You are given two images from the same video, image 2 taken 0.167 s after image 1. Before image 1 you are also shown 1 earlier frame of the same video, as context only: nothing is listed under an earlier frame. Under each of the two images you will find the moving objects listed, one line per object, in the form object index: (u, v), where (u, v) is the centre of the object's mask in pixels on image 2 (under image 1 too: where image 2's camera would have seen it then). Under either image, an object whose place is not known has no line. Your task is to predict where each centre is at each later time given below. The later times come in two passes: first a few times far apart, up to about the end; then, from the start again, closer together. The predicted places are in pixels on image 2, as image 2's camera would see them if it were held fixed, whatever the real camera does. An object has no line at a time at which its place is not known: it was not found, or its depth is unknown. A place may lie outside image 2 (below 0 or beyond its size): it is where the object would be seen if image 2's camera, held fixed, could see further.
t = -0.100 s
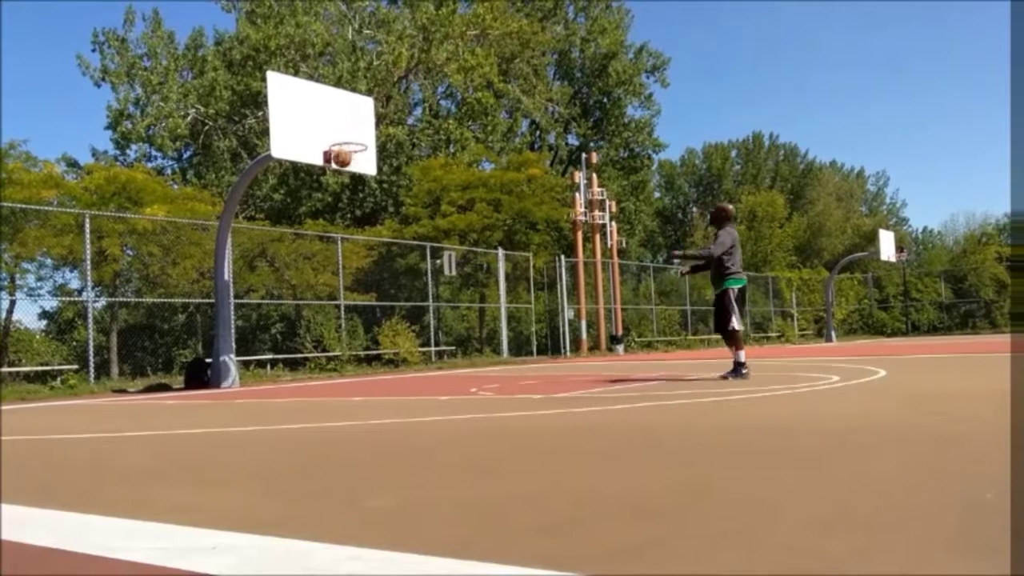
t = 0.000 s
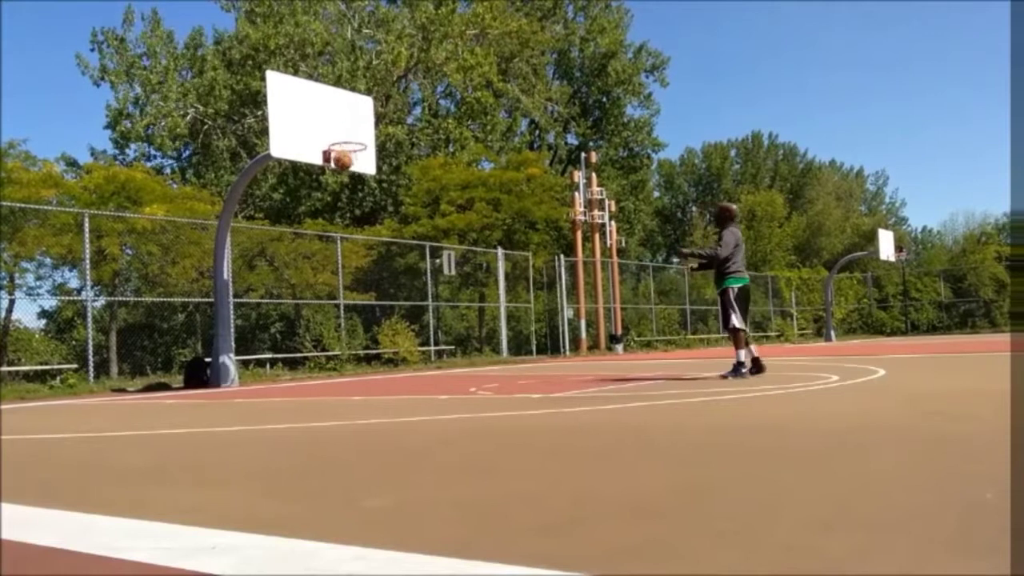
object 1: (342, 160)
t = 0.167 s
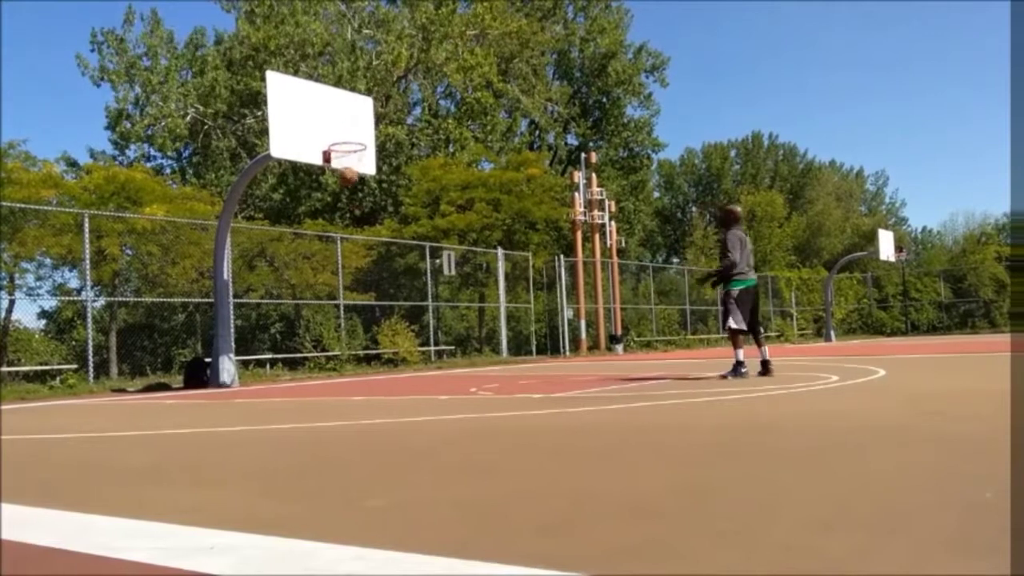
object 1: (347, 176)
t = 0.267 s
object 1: (350, 181)
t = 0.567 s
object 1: (363, 240)
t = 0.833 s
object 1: (375, 349)
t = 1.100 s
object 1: (390, 295)
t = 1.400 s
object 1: (410, 244)
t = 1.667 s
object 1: (432, 257)
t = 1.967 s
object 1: (461, 340)
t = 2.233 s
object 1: (481, 315)
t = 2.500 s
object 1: (498, 280)
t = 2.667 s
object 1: (513, 289)
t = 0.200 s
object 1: (348, 177)
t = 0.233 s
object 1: (349, 179)
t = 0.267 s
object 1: (350, 181)
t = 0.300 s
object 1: (351, 182)
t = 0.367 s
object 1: (353, 188)
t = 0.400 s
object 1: (356, 199)
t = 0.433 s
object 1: (358, 205)
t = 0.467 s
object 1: (358, 213)
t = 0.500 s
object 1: (360, 221)
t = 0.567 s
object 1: (363, 240)
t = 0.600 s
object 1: (364, 250)
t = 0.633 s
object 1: (367, 261)
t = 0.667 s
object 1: (367, 275)
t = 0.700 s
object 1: (369, 287)
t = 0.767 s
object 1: (372, 317)
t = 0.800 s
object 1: (374, 332)
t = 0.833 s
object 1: (375, 349)
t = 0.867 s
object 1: (377, 366)
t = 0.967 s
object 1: (383, 342)
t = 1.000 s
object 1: (385, 328)
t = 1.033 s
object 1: (386, 317)
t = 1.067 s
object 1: (387, 307)
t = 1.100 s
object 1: (390, 295)
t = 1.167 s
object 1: (395, 278)
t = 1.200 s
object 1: (397, 270)
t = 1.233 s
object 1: (399, 264)
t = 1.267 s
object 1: (401, 257)
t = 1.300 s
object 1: (405, 251)
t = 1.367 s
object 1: (408, 246)
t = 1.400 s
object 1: (410, 244)
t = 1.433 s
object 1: (412, 242)
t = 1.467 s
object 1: (415, 242)
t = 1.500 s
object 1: (418, 242)
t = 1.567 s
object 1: (424, 245)
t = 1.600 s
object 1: (426, 248)
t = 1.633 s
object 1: (429, 251)
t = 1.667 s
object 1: (432, 257)
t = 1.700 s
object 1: (434, 261)
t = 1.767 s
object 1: (441, 276)
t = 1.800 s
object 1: (445, 284)
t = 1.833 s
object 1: (447, 294)
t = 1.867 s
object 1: (450, 304)
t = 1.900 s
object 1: (455, 315)
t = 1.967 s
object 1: (461, 340)
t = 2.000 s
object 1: (463, 354)
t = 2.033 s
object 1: (467, 369)
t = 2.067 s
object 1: (469, 366)
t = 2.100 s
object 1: (471, 354)
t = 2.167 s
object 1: (475, 333)
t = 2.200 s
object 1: (477, 323)
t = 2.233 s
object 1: (481, 315)
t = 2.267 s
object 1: (482, 307)
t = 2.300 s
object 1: (484, 299)
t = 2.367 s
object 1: (489, 290)
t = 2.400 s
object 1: (489, 287)
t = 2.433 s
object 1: (494, 283)
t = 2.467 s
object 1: (496, 281)
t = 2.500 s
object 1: (498, 280)
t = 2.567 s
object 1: (504, 281)
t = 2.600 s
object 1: (506, 282)
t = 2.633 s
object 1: (510, 285)
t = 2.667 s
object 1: (513, 289)
